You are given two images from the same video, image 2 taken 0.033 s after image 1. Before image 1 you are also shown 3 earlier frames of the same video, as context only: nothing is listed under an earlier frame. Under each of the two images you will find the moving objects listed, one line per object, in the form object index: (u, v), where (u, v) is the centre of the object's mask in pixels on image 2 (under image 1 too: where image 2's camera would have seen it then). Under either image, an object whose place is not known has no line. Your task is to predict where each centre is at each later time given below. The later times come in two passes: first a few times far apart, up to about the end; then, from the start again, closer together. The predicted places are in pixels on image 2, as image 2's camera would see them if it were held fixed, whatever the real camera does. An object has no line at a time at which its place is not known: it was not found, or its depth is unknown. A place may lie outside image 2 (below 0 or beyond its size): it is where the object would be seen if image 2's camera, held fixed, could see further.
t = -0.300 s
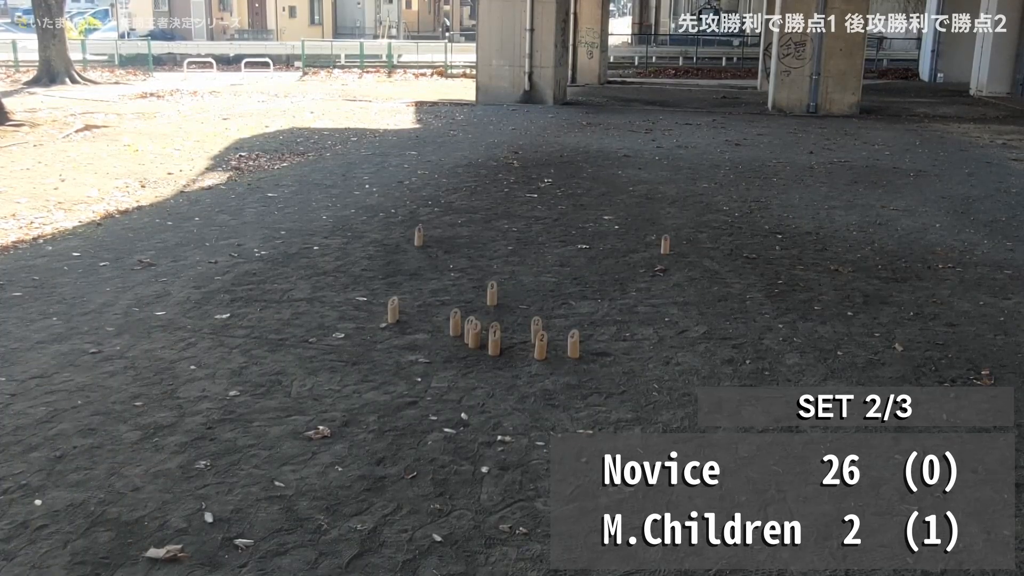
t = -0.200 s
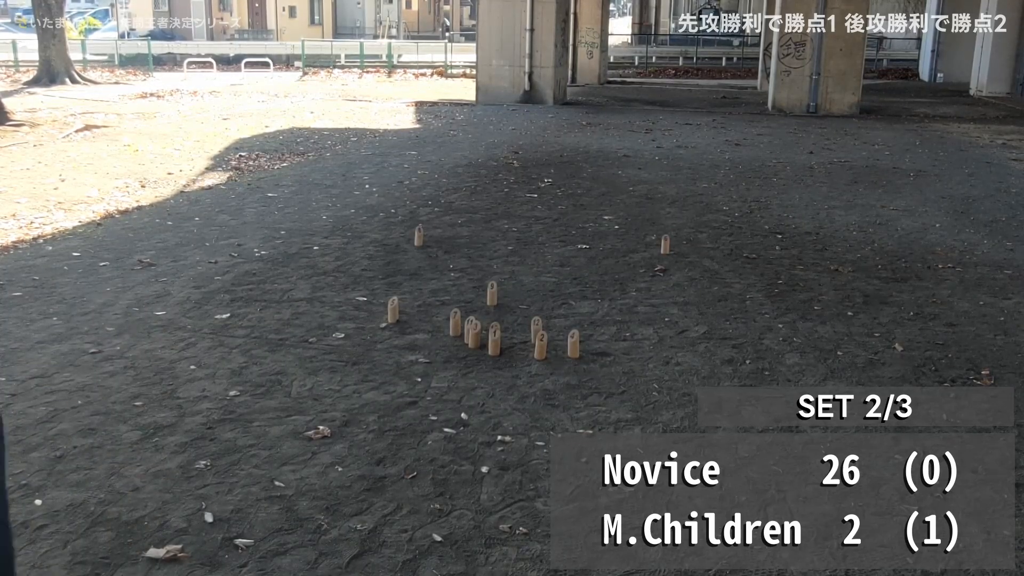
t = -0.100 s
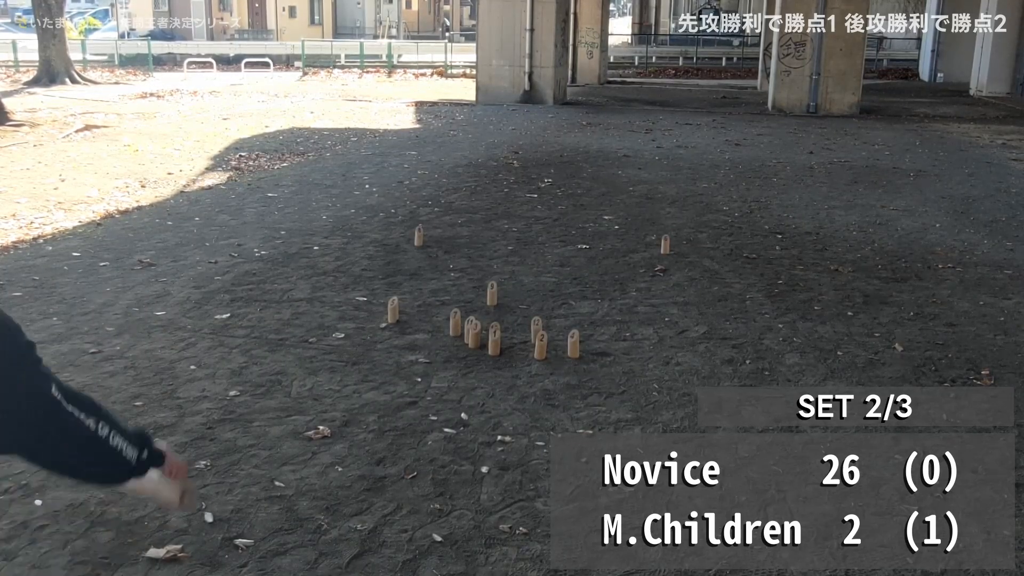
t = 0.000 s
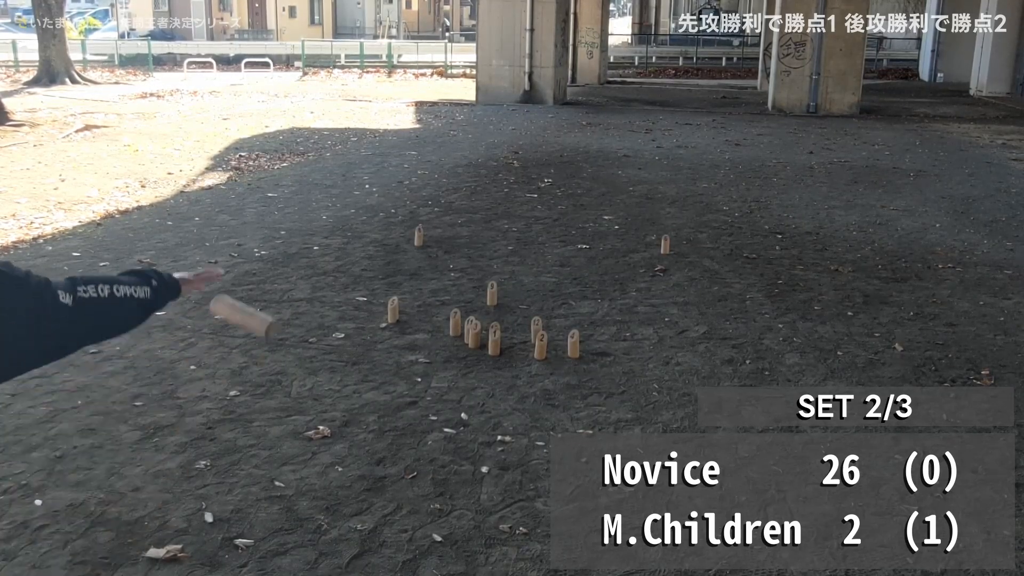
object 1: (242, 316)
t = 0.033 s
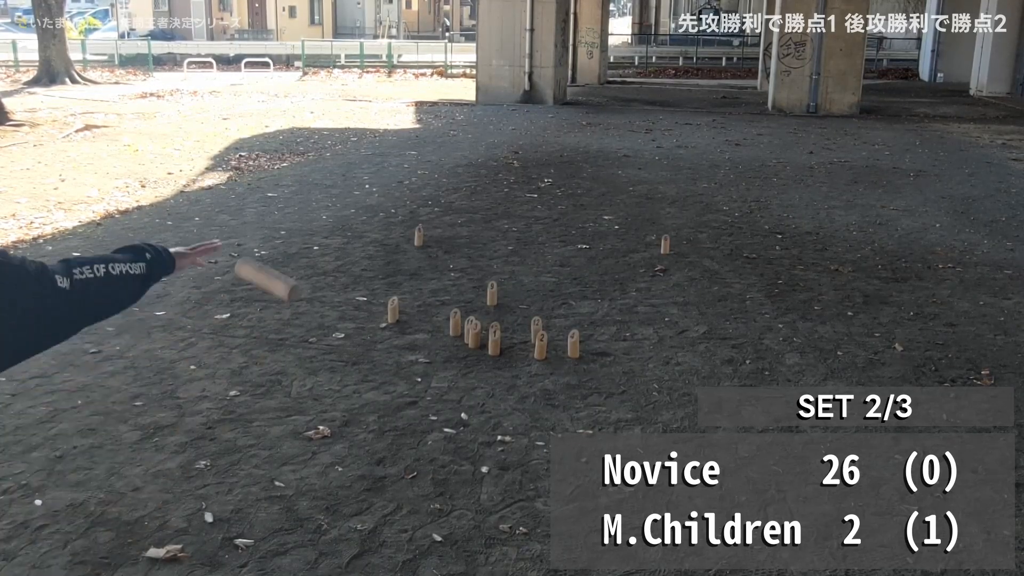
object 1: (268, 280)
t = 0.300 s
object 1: (391, 173)
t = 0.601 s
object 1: (459, 253)
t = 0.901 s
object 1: (478, 286)
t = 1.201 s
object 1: (479, 280)
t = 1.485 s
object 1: (480, 277)
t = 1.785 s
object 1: (481, 276)
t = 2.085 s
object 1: (482, 275)
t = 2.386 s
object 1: (482, 275)
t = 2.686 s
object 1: (482, 275)
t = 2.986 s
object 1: (482, 275)
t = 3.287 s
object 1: (482, 275)
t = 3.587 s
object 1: (482, 275)
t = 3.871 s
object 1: (482, 275)
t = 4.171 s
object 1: (482, 275)
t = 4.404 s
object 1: (482, 275)
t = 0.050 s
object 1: (279, 264)
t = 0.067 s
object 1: (288, 250)
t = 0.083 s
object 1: (297, 236)
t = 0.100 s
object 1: (310, 227)
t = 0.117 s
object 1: (316, 215)
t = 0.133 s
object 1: (325, 206)
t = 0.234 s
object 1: (367, 177)
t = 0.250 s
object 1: (373, 175)
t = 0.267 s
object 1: (379, 174)
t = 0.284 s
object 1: (385, 172)
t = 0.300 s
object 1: (391, 173)
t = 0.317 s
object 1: (396, 174)
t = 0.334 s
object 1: (401, 176)
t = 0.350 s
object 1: (405, 178)
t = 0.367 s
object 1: (410, 180)
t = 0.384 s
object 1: (413, 182)
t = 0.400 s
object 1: (416, 186)
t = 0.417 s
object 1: (422, 190)
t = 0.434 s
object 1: (427, 195)
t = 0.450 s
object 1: (429, 198)
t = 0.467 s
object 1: (435, 203)
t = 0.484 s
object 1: (438, 208)
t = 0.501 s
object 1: (441, 214)
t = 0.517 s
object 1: (445, 221)
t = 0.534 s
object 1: (448, 226)
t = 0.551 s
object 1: (450, 232)
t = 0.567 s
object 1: (455, 239)
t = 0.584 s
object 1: (457, 246)
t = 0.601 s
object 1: (459, 253)
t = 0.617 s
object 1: (462, 260)
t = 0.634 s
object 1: (465, 267)
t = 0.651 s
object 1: (468, 275)
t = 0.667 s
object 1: (470, 283)
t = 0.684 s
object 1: (472, 291)
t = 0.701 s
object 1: (472, 296)
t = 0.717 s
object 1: (472, 296)
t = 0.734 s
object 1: (474, 293)
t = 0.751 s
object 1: (474, 291)
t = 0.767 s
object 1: (474, 288)
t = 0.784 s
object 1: (475, 287)
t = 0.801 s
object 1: (475, 287)
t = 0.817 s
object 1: (476, 285)
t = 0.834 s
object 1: (476, 285)
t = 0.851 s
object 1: (476, 285)
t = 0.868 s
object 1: (476, 286)
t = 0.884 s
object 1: (477, 286)
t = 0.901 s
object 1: (478, 286)
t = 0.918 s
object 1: (478, 286)
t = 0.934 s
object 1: (478, 285)
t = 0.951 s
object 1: (479, 285)
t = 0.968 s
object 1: (479, 284)
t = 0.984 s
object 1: (479, 284)
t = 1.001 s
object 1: (479, 283)
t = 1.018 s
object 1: (479, 283)
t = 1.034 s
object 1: (479, 283)
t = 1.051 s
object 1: (479, 282)
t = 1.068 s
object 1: (478, 282)
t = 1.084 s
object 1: (478, 282)
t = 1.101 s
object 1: (479, 281)
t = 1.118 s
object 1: (479, 281)
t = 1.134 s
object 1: (479, 281)
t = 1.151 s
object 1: (479, 281)
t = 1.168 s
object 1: (479, 281)
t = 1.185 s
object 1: (479, 281)
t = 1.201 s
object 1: (479, 280)
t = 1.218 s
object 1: (479, 280)
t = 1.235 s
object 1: (479, 280)
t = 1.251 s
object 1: (479, 280)
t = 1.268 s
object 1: (479, 280)
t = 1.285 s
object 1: (479, 279)
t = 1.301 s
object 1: (479, 279)
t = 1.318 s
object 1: (479, 279)
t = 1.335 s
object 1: (479, 279)
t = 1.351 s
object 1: (479, 279)
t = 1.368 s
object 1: (479, 278)
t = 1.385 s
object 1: (479, 278)
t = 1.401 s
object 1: (479, 278)
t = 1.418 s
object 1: (480, 278)
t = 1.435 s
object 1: (480, 278)
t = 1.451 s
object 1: (480, 278)
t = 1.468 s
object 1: (480, 278)
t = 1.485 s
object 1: (480, 277)
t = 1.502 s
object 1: (480, 278)
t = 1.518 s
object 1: (480, 278)
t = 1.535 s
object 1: (480, 277)
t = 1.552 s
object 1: (480, 277)
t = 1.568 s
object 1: (480, 277)
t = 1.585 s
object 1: (481, 277)
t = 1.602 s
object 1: (481, 277)
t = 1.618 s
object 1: (481, 277)
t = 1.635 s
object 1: (481, 277)
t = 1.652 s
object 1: (481, 277)
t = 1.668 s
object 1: (481, 277)
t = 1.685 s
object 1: (481, 276)
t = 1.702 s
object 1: (481, 276)
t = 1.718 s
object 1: (481, 276)
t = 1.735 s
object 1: (481, 276)
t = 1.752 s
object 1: (481, 276)
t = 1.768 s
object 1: (481, 276)
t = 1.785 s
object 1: (481, 276)
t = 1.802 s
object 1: (481, 276)
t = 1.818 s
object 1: (481, 276)
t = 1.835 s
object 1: (481, 276)
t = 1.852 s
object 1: (482, 276)
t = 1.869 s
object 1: (482, 276)
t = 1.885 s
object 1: (482, 276)
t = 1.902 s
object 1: (482, 276)
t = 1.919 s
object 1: (482, 275)
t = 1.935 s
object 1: (482, 275)
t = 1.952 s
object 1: (482, 275)
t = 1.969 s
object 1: (482, 275)
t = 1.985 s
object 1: (482, 275)
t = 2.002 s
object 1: (482, 275)
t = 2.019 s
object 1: (482, 275)
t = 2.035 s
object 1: (482, 275)
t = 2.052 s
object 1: (482, 275)
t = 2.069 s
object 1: (482, 275)
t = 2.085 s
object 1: (482, 275)
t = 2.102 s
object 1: (482, 275)
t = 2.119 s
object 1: (482, 275)
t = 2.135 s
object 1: (482, 275)
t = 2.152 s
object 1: (482, 275)
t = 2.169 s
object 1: (482, 275)
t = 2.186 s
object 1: (482, 275)
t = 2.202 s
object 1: (482, 275)
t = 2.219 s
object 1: (482, 275)
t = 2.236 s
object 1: (482, 275)
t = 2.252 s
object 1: (482, 275)
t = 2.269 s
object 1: (482, 275)
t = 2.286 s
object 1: (482, 275)
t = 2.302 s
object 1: (482, 275)
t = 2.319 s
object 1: (482, 275)
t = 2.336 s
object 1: (482, 275)
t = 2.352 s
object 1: (482, 275)
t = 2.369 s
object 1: (482, 275)
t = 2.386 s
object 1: (482, 275)
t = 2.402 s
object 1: (482, 275)
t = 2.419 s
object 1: (482, 275)
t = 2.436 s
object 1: (482, 275)
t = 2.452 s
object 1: (482, 275)
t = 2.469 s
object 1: (482, 275)
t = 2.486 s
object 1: (482, 275)
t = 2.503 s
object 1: (482, 275)
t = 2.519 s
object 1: (482, 275)
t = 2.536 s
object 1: (482, 275)
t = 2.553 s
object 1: (482, 275)
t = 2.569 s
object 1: (482, 275)
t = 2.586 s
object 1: (482, 275)
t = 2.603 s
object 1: (482, 275)
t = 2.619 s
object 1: (482, 275)
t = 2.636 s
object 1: (482, 275)
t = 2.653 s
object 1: (482, 275)
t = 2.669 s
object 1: (482, 275)
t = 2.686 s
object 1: (482, 275)
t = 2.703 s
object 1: (482, 275)
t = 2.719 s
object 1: (482, 275)
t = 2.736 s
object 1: (482, 275)
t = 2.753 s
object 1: (482, 275)
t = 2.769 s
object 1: (482, 275)
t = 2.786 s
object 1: (482, 275)
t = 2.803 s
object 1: (482, 275)
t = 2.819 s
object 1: (482, 275)
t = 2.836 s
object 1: (482, 275)
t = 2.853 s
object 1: (482, 275)
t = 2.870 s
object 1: (482, 275)
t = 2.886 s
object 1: (482, 275)
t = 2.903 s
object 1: (482, 275)
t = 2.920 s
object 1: (482, 275)
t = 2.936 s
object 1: (482, 275)
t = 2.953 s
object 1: (482, 275)
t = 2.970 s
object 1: (482, 275)
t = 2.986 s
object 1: (482, 275)
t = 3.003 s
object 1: (482, 275)
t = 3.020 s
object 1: (482, 275)
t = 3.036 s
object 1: (482, 275)
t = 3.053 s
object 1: (482, 275)
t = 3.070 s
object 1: (482, 275)
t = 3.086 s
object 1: (482, 275)
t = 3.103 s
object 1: (482, 275)
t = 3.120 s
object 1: (482, 275)
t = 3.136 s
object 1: (482, 275)
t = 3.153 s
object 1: (482, 275)
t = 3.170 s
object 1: (482, 275)
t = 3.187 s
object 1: (482, 275)
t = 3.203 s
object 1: (482, 275)
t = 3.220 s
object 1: (482, 275)
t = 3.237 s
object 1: (482, 275)
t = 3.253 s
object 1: (482, 275)
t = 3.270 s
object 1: (482, 275)
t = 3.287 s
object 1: (482, 275)
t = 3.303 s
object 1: (482, 275)
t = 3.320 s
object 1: (482, 275)
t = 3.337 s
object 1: (482, 275)
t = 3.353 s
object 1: (482, 275)
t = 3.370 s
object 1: (482, 275)
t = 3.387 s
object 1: (482, 275)
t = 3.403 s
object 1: (482, 275)
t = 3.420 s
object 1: (482, 275)
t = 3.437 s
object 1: (482, 275)
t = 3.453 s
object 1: (482, 275)
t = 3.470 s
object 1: (482, 275)
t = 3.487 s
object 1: (482, 275)
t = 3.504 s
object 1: (482, 275)
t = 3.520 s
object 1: (482, 275)
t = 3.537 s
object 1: (482, 275)
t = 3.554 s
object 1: (482, 275)
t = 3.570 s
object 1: (482, 275)
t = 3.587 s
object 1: (482, 275)
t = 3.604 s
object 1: (482, 275)
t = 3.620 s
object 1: (482, 275)
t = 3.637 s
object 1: (482, 275)
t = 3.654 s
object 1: (482, 275)
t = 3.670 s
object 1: (482, 275)
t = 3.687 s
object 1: (482, 275)
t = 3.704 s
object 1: (482, 275)
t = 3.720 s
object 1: (482, 275)
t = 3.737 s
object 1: (482, 275)
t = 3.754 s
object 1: (482, 275)
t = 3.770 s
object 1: (482, 275)
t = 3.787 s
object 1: (482, 275)
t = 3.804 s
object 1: (482, 275)
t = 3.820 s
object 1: (482, 275)
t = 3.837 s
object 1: (482, 275)
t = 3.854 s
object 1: (482, 275)
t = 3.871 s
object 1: (482, 275)
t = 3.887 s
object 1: (482, 275)
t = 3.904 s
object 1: (482, 275)
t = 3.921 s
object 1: (482, 275)
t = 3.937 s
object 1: (482, 275)
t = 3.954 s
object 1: (482, 275)
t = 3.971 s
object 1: (482, 275)
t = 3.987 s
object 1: (482, 275)
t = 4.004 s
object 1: (482, 275)
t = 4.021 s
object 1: (482, 275)
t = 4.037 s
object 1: (482, 275)
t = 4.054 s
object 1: (482, 275)
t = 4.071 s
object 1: (482, 275)
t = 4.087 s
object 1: (482, 275)
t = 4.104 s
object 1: (482, 275)
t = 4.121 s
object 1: (482, 275)
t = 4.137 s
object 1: (482, 275)
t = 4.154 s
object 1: (482, 275)
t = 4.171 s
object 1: (482, 275)
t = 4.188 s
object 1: (482, 275)
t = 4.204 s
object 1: (482, 275)
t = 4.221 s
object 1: (482, 275)
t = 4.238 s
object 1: (482, 275)
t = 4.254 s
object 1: (482, 275)
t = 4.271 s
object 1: (482, 275)
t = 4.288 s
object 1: (482, 275)
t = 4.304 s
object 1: (482, 275)
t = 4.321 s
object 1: (482, 275)
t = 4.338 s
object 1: (482, 275)
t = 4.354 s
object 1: (482, 275)
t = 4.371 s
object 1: (482, 275)
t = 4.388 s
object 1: (482, 275)
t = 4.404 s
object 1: (482, 275)
